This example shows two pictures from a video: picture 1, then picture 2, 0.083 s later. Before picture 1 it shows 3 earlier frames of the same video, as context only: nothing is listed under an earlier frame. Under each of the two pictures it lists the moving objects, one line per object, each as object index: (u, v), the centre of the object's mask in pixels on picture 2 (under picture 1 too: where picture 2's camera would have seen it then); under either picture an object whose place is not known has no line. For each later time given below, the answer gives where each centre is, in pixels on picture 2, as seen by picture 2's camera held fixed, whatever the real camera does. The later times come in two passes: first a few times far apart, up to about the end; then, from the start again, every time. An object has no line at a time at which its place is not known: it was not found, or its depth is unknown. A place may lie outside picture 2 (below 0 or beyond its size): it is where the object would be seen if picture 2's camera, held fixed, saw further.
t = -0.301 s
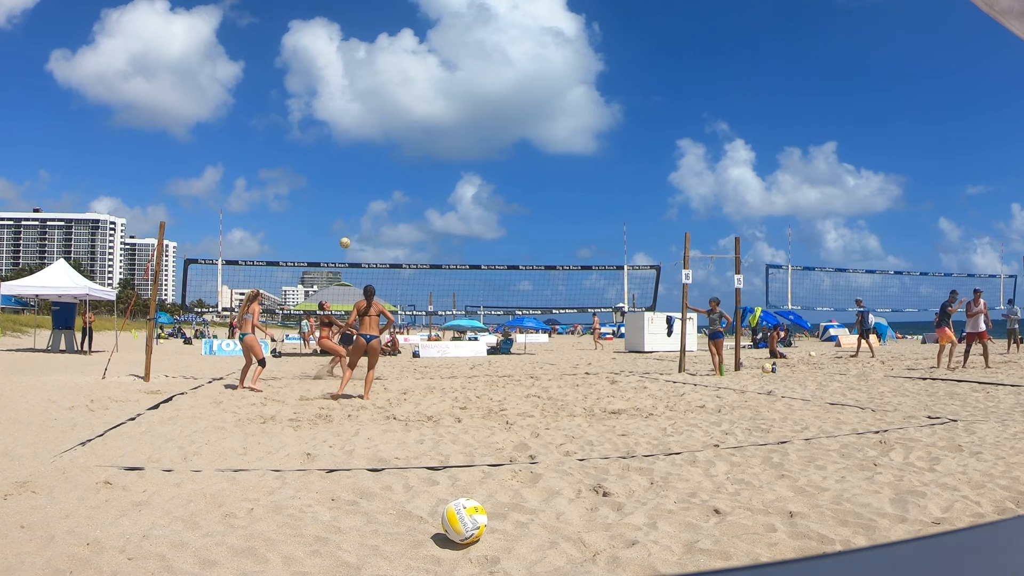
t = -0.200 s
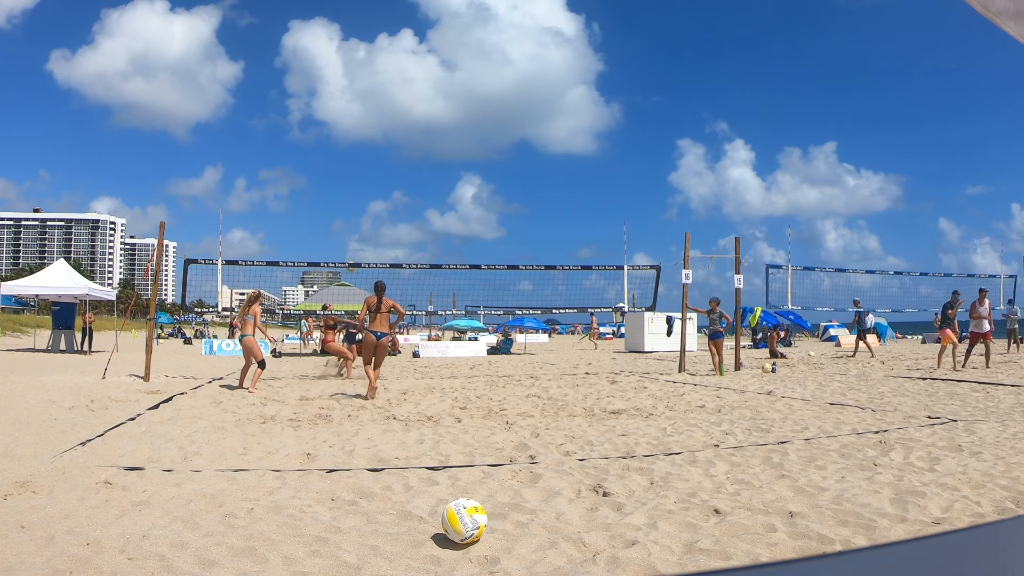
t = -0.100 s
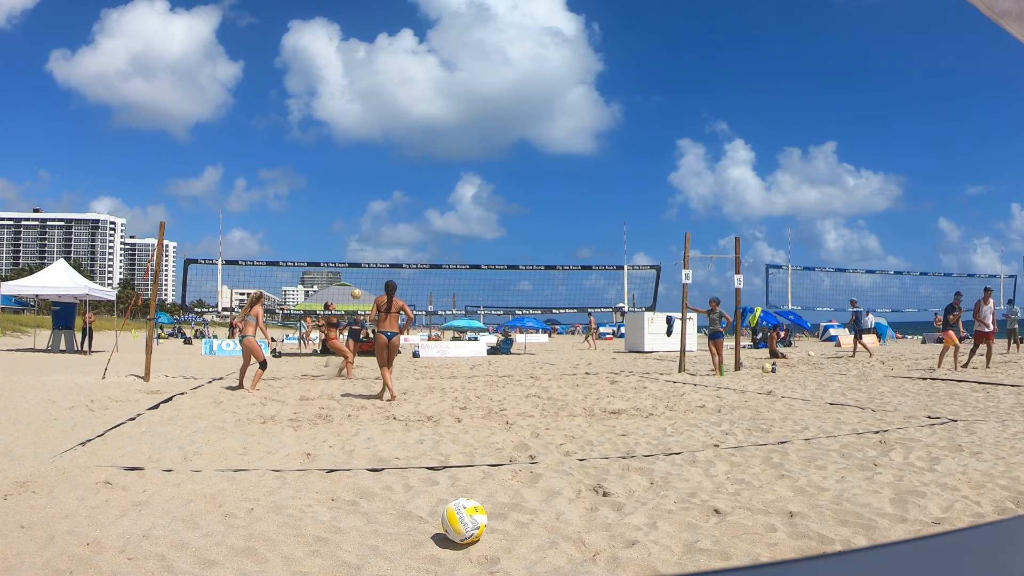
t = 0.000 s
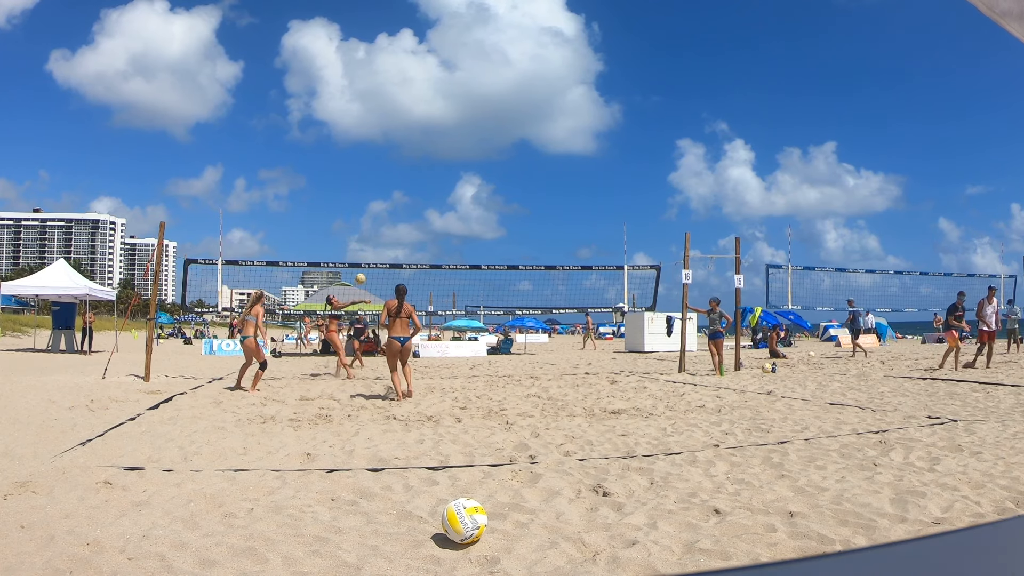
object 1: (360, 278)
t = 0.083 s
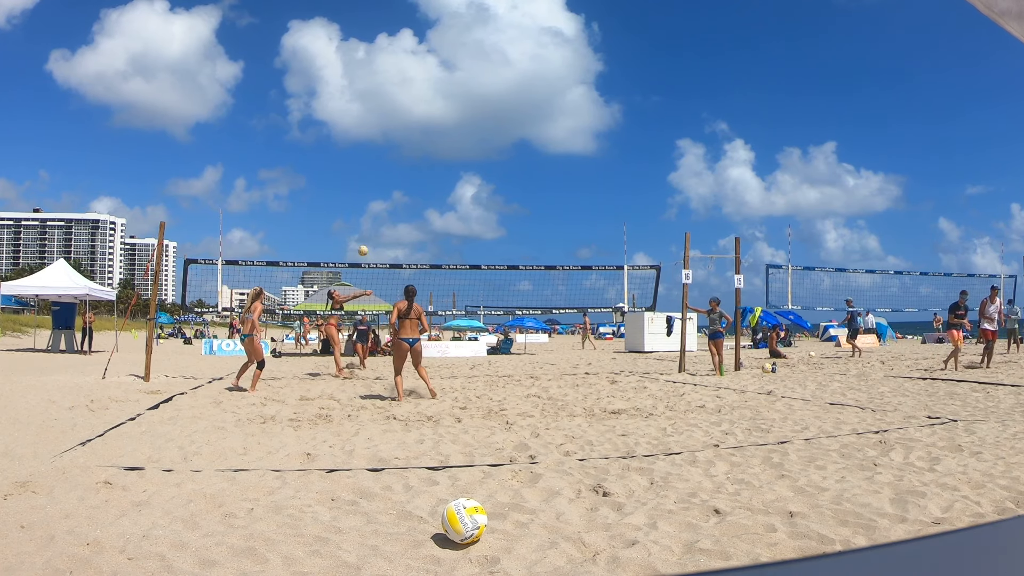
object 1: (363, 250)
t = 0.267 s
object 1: (368, 203)
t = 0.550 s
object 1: (372, 167)
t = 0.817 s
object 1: (372, 168)
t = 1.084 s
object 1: (368, 199)
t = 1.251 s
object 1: (364, 234)
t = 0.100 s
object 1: (363, 245)
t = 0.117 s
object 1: (364, 240)
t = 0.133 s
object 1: (364, 235)
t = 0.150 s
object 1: (365, 231)
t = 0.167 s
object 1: (365, 226)
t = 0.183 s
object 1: (366, 222)
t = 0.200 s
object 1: (366, 218)
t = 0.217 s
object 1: (367, 214)
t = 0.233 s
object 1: (367, 210)
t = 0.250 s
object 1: (367, 207)
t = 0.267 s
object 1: (368, 203)
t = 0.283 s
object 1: (368, 200)
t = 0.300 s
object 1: (369, 197)
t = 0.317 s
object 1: (369, 194)
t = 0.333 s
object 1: (369, 191)
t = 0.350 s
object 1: (369, 188)
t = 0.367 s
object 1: (370, 185)
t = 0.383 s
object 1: (370, 183)
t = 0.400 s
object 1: (370, 181)
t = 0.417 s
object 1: (370, 179)
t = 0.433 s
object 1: (371, 177)
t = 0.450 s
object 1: (371, 175)
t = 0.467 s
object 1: (371, 173)
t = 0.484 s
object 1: (371, 172)
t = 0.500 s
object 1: (371, 170)
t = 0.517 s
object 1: (371, 169)
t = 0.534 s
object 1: (372, 168)
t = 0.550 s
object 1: (372, 167)
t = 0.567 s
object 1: (372, 166)
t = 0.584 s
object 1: (372, 165)
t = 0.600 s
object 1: (372, 165)
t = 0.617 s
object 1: (372, 164)
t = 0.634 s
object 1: (372, 164)
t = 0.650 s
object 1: (372, 164)
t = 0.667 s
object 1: (372, 163)
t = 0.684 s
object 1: (372, 163)
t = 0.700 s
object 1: (372, 164)
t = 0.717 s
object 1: (372, 164)
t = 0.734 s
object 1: (372, 164)
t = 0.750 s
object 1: (372, 165)
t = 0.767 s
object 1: (372, 165)
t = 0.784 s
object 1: (372, 166)
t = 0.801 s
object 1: (372, 167)
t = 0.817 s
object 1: (372, 168)
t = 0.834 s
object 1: (372, 169)
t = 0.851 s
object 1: (372, 170)
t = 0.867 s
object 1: (371, 171)
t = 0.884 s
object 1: (371, 173)
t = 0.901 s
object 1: (371, 175)
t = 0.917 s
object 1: (371, 176)
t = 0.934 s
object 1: (371, 178)
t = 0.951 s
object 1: (370, 180)
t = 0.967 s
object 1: (370, 182)
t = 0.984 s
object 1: (370, 184)
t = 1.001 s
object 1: (370, 187)
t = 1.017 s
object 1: (370, 189)
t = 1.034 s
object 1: (369, 191)
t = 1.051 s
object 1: (369, 194)
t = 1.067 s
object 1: (369, 197)
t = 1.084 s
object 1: (368, 199)
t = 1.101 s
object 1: (368, 202)
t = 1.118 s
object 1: (368, 206)
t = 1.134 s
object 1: (367, 209)
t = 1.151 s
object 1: (367, 212)
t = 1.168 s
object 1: (366, 216)
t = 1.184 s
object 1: (366, 219)
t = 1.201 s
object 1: (366, 223)
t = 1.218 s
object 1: (365, 227)
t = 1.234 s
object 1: (365, 230)
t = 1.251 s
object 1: (364, 234)
